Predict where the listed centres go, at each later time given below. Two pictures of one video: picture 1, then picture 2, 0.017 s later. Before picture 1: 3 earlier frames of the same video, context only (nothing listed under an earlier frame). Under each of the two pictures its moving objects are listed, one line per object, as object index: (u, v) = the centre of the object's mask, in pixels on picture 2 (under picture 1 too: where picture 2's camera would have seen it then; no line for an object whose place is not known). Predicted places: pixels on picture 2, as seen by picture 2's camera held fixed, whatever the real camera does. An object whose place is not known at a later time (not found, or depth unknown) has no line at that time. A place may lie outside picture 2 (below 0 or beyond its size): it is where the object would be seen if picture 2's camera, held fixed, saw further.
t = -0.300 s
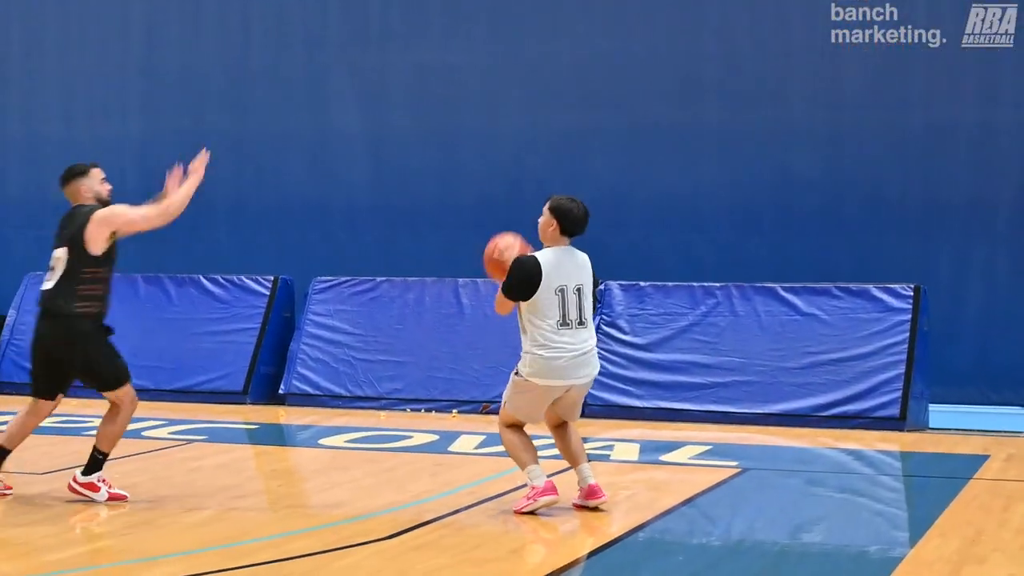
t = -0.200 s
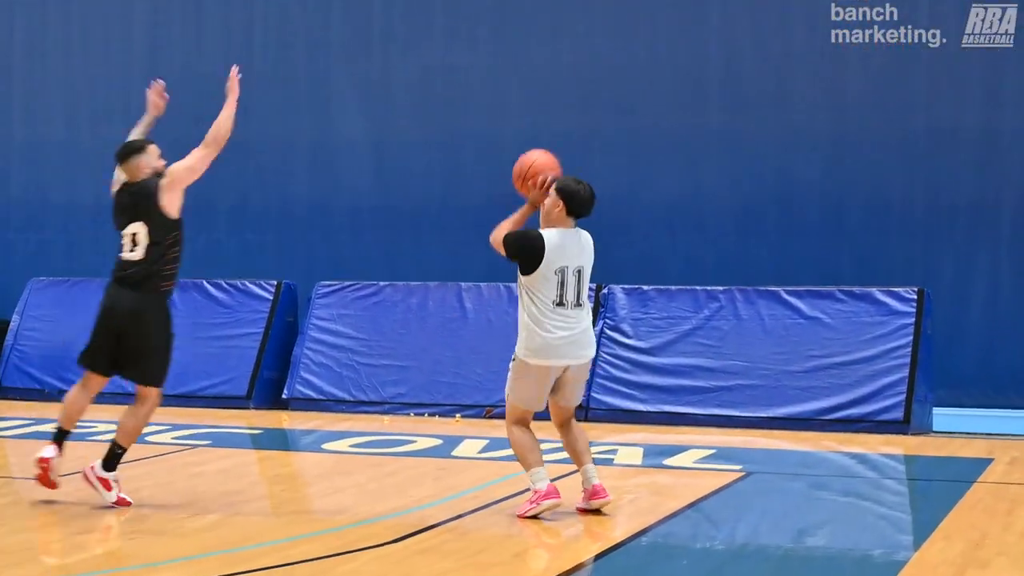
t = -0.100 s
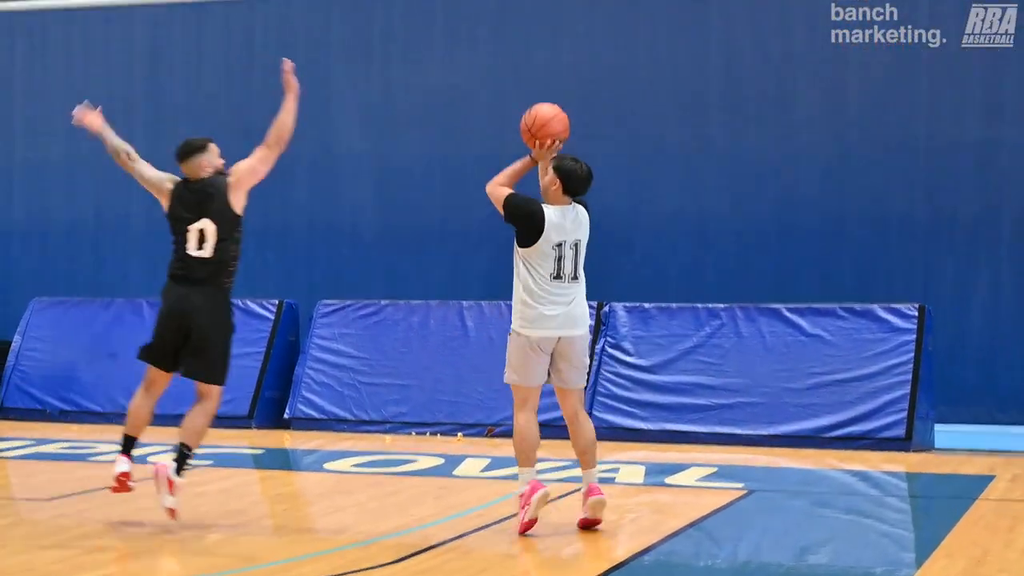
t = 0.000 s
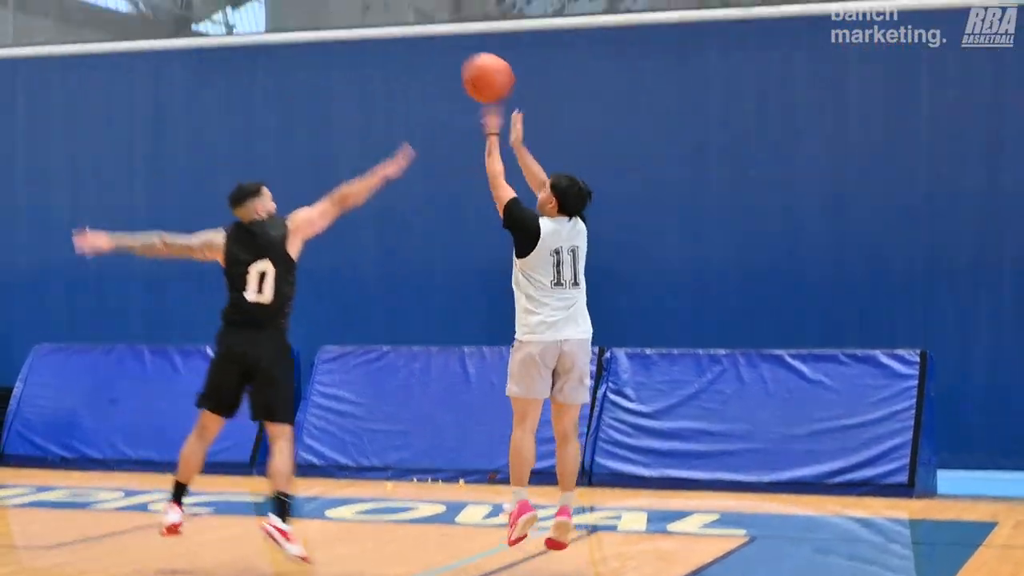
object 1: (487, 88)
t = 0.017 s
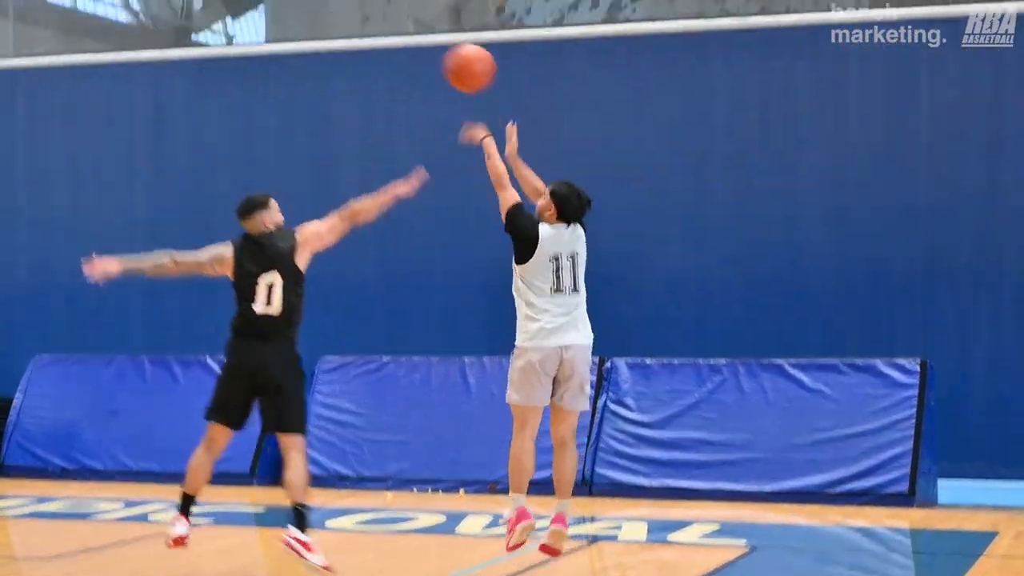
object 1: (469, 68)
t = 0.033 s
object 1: (452, 48)
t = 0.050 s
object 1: (434, 29)
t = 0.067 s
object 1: (417, 11)
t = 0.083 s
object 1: (400, -7)
